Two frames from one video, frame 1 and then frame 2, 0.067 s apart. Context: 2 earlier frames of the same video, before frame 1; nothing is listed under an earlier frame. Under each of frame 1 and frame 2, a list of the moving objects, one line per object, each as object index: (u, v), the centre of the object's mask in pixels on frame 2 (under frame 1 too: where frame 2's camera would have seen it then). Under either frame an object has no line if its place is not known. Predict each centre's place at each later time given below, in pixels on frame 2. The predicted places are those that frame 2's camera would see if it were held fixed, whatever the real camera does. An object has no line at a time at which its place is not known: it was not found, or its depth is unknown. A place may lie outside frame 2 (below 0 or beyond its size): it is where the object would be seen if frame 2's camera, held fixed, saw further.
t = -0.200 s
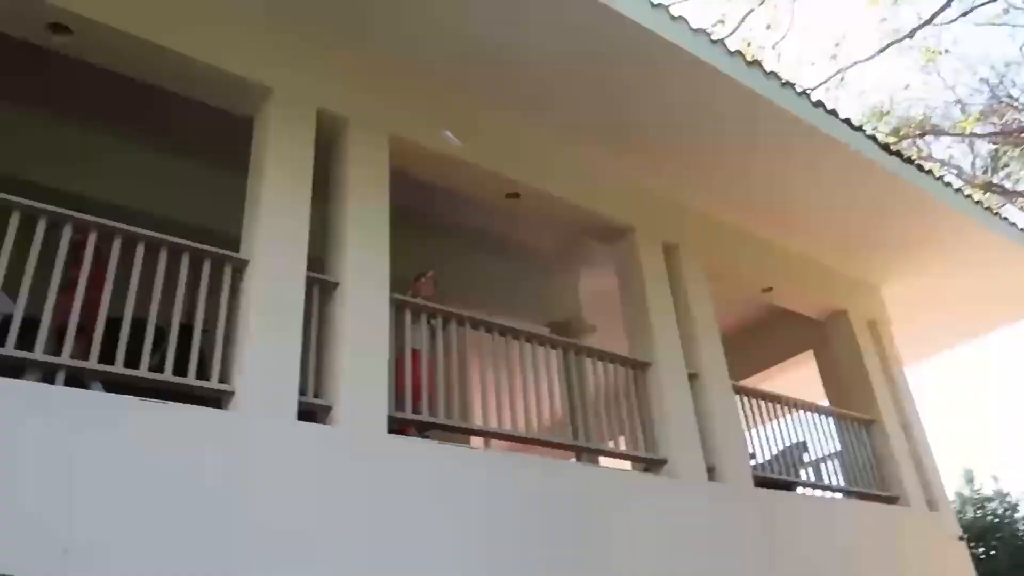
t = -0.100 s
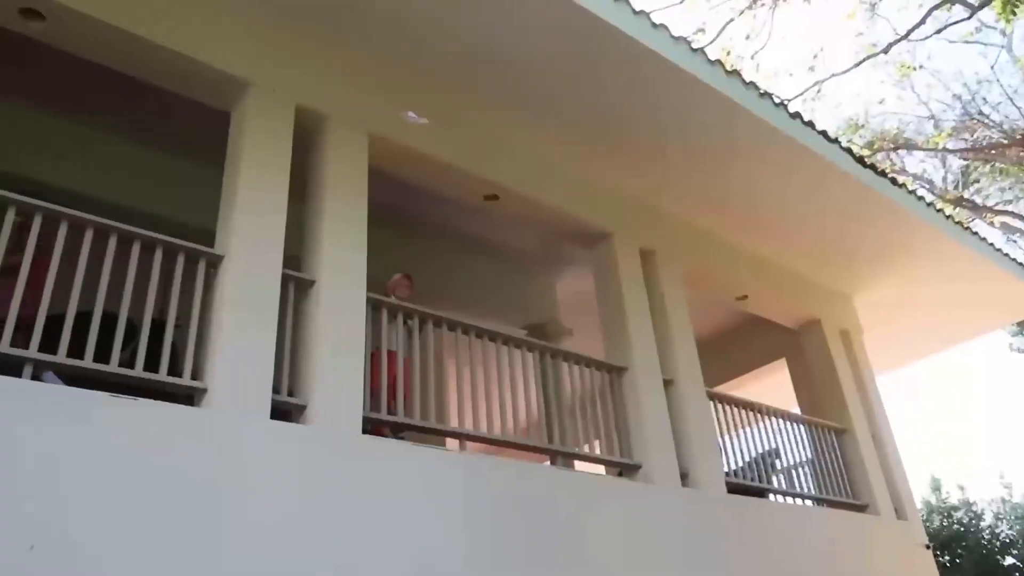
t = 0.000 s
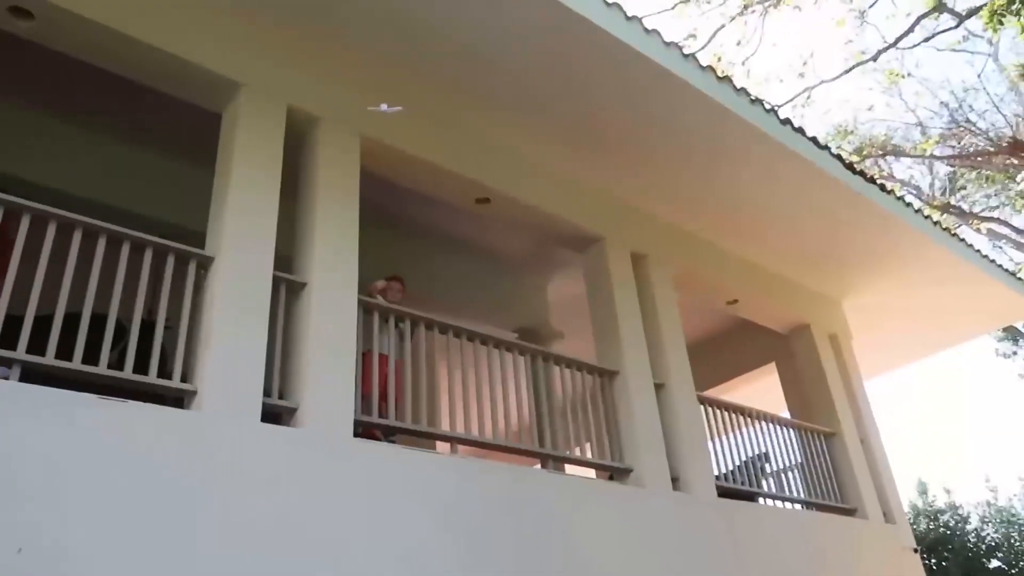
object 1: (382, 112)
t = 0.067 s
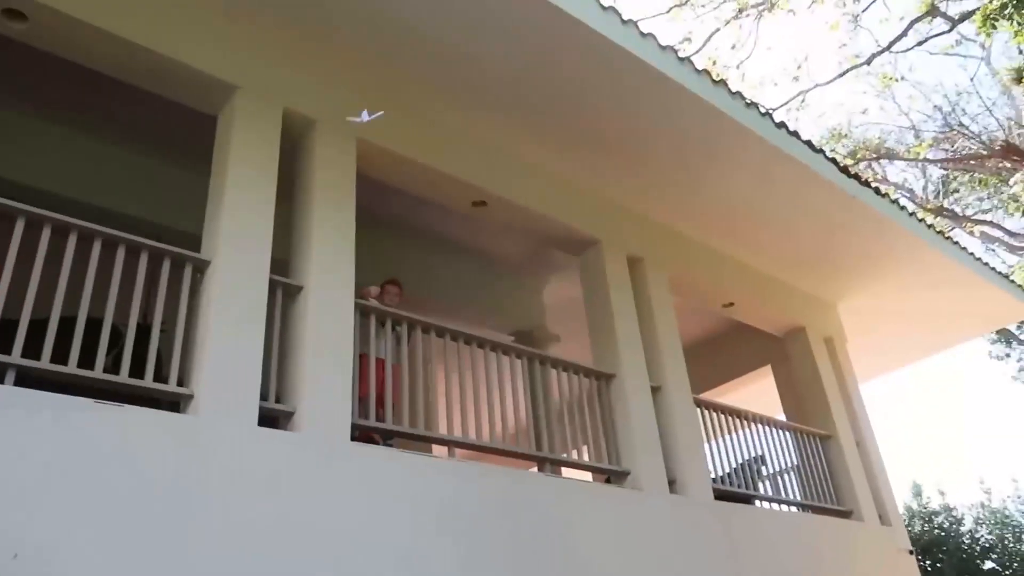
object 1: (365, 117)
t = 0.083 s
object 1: (361, 120)
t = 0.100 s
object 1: (356, 124)
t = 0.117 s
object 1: (350, 129)
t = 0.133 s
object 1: (345, 136)
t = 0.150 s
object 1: (339, 142)
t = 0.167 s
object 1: (334, 151)
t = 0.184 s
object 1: (327, 160)
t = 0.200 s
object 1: (320, 170)
